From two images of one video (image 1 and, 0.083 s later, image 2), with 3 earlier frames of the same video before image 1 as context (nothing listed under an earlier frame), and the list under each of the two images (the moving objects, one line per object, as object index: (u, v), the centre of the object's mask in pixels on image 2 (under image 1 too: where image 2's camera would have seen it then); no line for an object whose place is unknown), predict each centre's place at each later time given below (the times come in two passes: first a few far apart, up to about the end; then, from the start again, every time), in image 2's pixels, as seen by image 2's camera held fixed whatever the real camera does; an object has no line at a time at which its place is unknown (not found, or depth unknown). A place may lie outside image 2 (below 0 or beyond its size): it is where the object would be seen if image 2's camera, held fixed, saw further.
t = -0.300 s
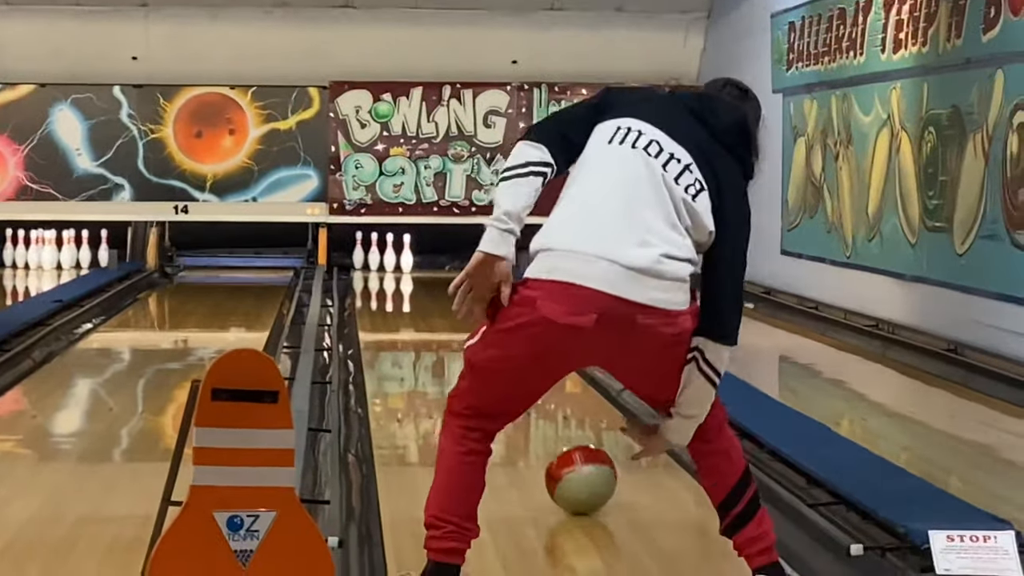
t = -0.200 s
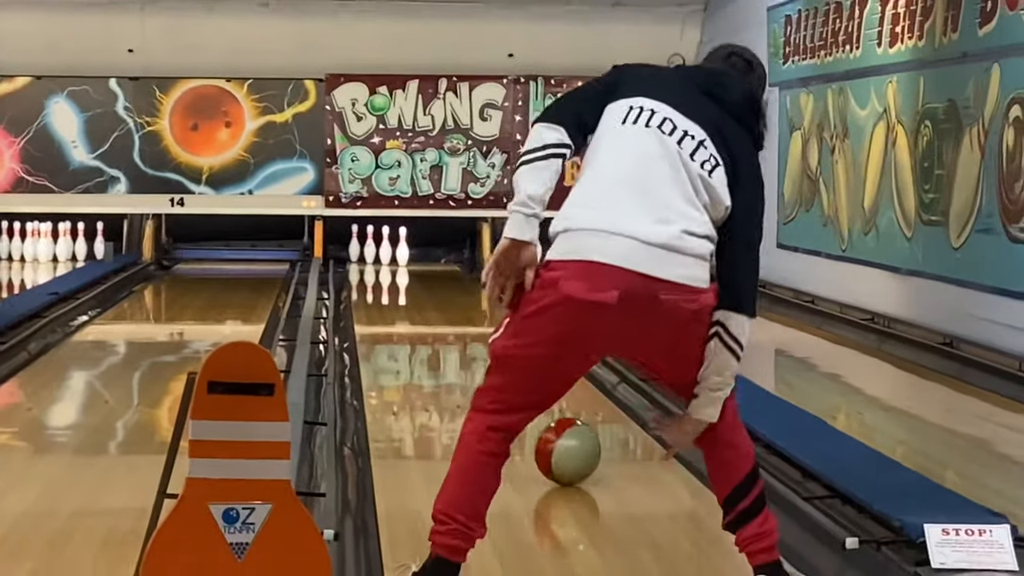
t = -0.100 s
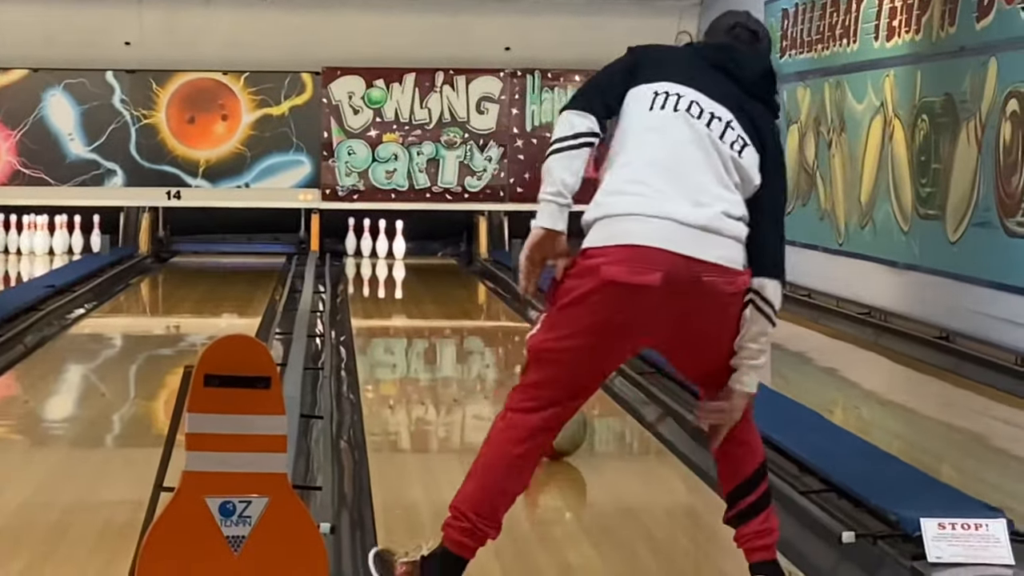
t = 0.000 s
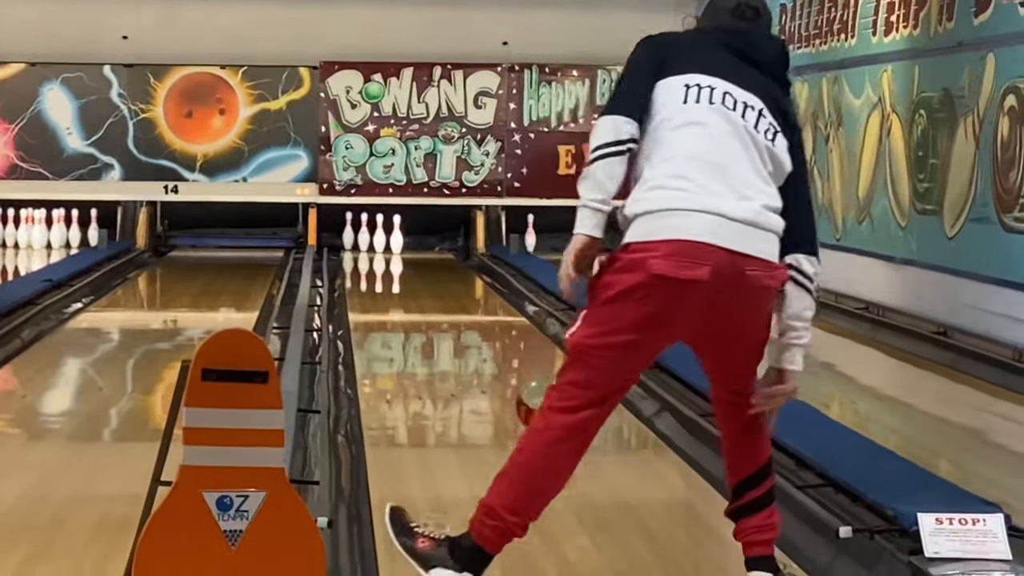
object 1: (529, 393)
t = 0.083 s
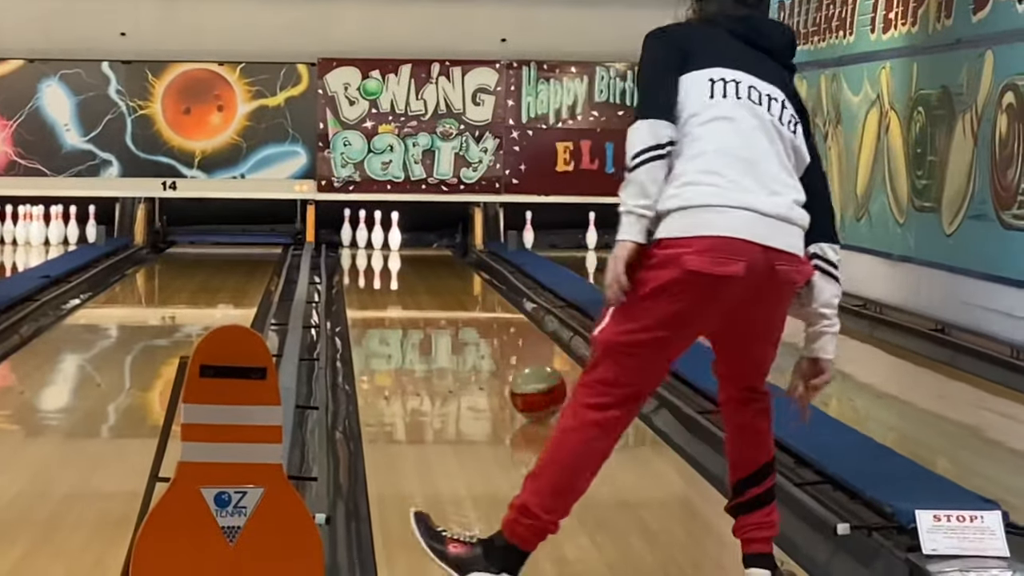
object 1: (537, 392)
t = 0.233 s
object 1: (531, 374)
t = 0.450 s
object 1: (518, 351)
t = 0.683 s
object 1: (508, 332)
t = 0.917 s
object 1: (498, 314)
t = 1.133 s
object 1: (494, 304)
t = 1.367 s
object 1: (486, 293)
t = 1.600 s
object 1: (480, 282)
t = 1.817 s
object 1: (476, 275)
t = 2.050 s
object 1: (471, 268)
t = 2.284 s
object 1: (464, 262)
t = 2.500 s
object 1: (461, 257)
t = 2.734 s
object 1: (454, 253)
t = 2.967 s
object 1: (451, 250)
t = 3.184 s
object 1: (446, 245)
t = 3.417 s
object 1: (443, 242)
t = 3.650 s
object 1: (439, 238)
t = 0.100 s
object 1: (536, 390)
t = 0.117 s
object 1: (536, 388)
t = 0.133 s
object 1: (535, 386)
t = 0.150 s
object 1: (534, 383)
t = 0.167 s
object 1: (533, 381)
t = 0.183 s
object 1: (532, 379)
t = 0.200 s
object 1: (532, 377)
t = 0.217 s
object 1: (531, 375)
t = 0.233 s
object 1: (531, 374)
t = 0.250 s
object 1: (529, 371)
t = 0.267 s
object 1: (530, 370)
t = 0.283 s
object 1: (528, 367)
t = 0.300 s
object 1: (529, 366)
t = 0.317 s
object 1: (527, 362)
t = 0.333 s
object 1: (528, 362)
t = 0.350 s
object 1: (525, 360)
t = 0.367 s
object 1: (523, 359)
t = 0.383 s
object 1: (521, 356)
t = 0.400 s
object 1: (521, 355)
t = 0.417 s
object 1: (521, 354)
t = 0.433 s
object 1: (519, 352)
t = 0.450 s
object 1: (518, 351)
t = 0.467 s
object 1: (517, 350)
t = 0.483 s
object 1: (517, 349)
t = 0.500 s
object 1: (516, 347)
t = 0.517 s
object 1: (515, 345)
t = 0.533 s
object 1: (515, 344)
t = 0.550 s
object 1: (513, 344)
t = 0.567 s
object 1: (513, 342)
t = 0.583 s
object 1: (512, 340)
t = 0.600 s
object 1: (512, 338)
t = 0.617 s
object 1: (511, 337)
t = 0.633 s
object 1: (511, 336)
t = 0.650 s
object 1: (510, 334)
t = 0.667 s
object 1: (509, 333)
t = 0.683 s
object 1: (508, 332)
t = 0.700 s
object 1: (508, 330)
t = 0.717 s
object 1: (507, 330)
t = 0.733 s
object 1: (507, 328)
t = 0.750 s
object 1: (506, 327)
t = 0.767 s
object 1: (505, 326)
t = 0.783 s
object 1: (505, 325)
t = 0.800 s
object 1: (504, 324)
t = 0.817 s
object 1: (503, 323)
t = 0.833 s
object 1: (503, 322)
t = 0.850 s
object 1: (502, 321)
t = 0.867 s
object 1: (502, 320)
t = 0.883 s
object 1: (501, 318)
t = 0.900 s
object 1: (500, 317)
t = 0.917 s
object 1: (498, 314)
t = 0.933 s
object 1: (499, 315)
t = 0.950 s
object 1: (498, 315)
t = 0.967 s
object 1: (498, 314)
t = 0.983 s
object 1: (497, 312)
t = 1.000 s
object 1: (498, 313)
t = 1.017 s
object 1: (498, 313)
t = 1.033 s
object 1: (497, 310)
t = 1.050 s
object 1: (496, 309)
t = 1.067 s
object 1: (496, 308)
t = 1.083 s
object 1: (495, 306)
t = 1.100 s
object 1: (495, 306)
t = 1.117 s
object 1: (494, 304)
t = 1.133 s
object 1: (494, 304)
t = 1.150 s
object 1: (493, 302)
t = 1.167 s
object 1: (493, 301)
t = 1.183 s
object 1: (492, 301)
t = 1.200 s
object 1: (491, 300)
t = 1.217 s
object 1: (491, 299)
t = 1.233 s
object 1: (491, 298)
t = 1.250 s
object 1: (490, 297)
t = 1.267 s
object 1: (489, 297)
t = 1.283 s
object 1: (489, 296)
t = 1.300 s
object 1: (488, 295)
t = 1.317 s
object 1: (488, 295)
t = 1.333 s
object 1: (488, 294)
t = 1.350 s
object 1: (487, 293)
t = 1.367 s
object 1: (486, 293)
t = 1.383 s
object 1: (486, 292)
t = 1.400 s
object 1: (485, 291)
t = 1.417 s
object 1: (485, 291)
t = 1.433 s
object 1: (485, 290)
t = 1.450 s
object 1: (485, 289)
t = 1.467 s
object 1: (484, 288)
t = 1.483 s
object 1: (484, 287)
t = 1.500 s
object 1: (483, 286)
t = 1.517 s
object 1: (483, 285)
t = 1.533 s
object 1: (482, 285)
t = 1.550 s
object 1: (482, 284)
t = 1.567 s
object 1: (481, 283)
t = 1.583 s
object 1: (481, 283)
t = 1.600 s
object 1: (480, 282)
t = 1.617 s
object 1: (480, 282)
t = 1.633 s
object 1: (480, 282)
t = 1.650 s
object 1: (480, 281)
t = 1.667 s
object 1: (479, 280)
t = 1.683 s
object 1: (479, 280)
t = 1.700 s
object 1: (479, 279)
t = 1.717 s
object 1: (479, 279)
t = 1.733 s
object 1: (478, 278)
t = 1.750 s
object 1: (477, 278)
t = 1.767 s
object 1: (477, 277)
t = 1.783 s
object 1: (476, 276)
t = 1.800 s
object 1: (476, 275)
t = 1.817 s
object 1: (476, 275)
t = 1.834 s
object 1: (475, 274)
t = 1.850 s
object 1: (475, 274)
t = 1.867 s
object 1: (474, 273)
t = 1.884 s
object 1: (474, 272)
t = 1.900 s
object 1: (473, 272)
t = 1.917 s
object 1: (472, 272)
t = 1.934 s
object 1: (472, 271)
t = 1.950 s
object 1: (472, 271)
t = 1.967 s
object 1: (472, 270)
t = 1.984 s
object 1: (471, 269)
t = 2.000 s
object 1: (471, 269)
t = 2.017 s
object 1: (471, 269)
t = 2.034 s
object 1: (470, 268)
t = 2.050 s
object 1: (471, 268)
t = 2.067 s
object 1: (470, 268)
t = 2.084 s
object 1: (470, 267)
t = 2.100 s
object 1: (470, 267)
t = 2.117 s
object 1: (469, 266)
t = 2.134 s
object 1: (469, 265)
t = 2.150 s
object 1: (468, 265)
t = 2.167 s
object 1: (468, 265)
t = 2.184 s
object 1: (467, 264)
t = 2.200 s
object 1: (467, 264)
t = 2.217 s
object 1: (467, 264)
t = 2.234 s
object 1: (467, 263)
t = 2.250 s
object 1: (466, 262)
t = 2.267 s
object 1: (464, 263)
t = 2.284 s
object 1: (464, 262)
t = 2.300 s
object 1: (464, 261)
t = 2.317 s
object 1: (464, 261)
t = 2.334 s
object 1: (463, 261)
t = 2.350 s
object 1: (463, 260)
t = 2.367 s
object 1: (464, 260)
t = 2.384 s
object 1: (463, 260)
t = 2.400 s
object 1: (464, 259)
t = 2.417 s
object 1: (464, 259)
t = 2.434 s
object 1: (464, 258)
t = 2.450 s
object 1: (463, 258)
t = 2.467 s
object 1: (462, 258)
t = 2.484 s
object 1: (461, 257)
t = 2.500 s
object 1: (461, 257)
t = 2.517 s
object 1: (459, 258)
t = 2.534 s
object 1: (458, 257)
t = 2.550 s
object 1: (458, 255)
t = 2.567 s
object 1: (458, 254)
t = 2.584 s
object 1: (459, 255)
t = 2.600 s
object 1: (459, 255)
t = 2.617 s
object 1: (458, 255)
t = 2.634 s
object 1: (458, 255)
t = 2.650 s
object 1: (458, 254)
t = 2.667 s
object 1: (457, 254)
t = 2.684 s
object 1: (457, 253)
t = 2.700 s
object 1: (456, 253)
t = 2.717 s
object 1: (456, 253)
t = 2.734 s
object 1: (454, 253)
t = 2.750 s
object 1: (454, 252)
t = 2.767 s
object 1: (453, 250)
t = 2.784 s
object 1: (454, 250)
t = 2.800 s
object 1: (455, 251)
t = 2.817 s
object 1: (454, 251)
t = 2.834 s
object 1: (454, 252)
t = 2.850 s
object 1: (454, 250)
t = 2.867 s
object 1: (453, 251)
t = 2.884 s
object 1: (453, 250)
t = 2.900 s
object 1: (453, 249)
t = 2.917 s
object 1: (451, 249)
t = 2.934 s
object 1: (451, 250)
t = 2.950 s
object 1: (450, 249)
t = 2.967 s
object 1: (451, 250)
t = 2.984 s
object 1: (451, 248)
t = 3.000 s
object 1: (450, 248)
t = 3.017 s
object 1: (451, 248)
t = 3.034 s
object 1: (450, 248)
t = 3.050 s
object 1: (450, 247)
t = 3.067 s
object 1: (450, 247)
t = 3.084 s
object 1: (449, 247)
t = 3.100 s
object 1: (449, 247)
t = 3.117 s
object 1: (448, 247)
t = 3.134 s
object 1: (446, 246)
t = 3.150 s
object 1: (446, 246)
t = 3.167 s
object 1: (446, 244)
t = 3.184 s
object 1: (446, 245)
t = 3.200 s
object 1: (446, 245)
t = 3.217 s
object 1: (448, 245)
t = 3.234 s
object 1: (447, 245)
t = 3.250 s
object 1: (446, 244)
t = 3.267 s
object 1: (445, 244)
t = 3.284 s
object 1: (445, 244)
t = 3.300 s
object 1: (445, 244)
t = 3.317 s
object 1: (445, 244)
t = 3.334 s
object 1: (444, 243)
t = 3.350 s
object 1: (444, 243)
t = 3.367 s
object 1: (443, 241)
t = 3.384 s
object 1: (444, 242)
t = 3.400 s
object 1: (443, 242)
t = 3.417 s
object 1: (443, 242)
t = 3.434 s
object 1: (443, 242)
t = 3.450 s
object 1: (443, 241)
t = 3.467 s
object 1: (443, 241)
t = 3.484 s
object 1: (443, 241)
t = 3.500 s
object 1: (442, 241)
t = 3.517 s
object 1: (441, 241)
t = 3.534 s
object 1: (441, 240)
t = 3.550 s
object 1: (441, 240)
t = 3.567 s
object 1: (441, 240)
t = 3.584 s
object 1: (441, 240)
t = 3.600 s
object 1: (441, 240)
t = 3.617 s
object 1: (440, 239)
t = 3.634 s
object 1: (440, 239)
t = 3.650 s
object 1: (439, 238)
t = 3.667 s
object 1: (439, 238)
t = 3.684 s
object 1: (439, 238)
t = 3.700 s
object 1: (438, 239)
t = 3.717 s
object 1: (438, 238)
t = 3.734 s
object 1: (438, 237)
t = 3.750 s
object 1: (437, 237)
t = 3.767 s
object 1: (438, 237)
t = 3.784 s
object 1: (438, 237)
